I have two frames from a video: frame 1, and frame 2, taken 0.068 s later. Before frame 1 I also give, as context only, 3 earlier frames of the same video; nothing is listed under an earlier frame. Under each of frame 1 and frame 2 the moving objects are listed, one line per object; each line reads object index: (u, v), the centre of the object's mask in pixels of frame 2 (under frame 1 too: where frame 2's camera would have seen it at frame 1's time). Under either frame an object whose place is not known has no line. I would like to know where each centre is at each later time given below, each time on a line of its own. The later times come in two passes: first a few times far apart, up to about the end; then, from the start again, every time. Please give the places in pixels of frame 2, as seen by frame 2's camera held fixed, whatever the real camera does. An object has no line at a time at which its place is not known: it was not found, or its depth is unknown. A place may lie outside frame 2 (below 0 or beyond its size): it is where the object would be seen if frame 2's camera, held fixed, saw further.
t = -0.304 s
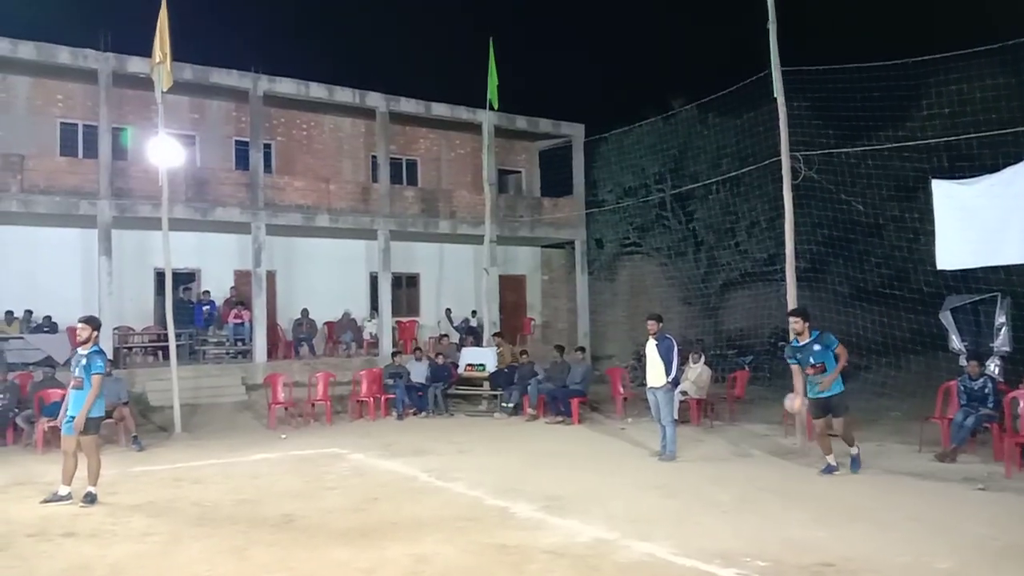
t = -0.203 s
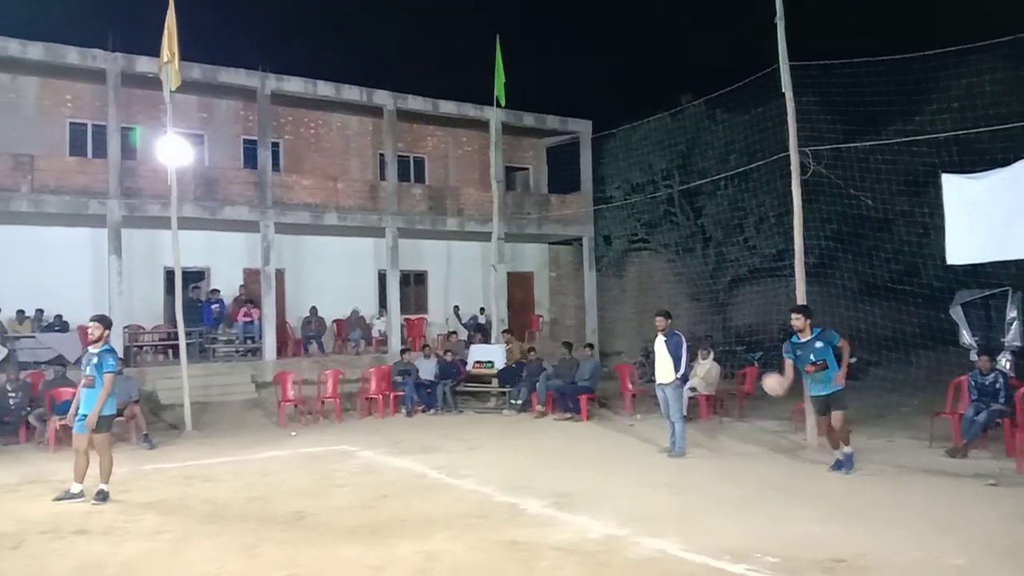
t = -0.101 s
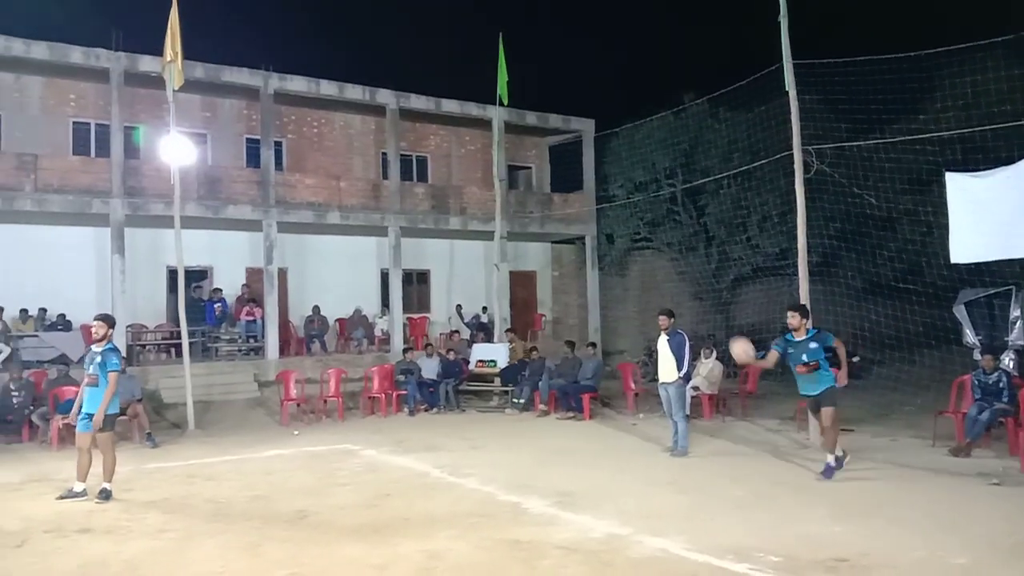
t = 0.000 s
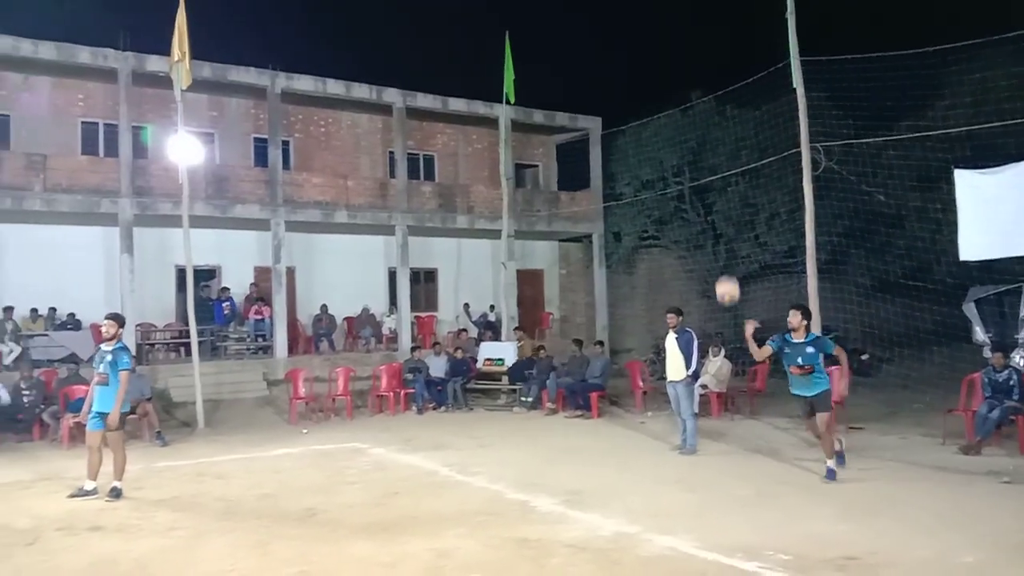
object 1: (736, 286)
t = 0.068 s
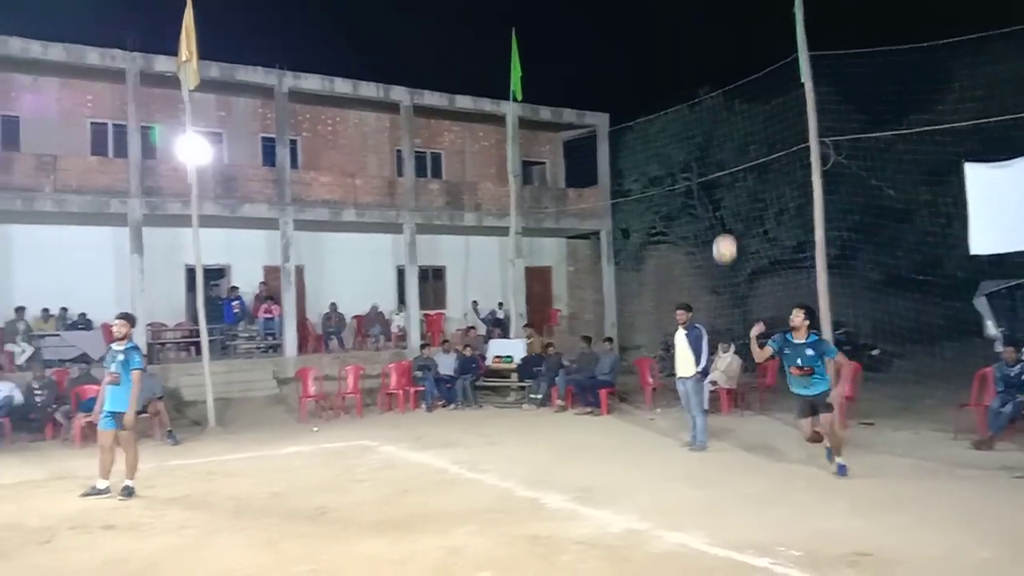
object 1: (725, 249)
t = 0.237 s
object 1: (694, 172)
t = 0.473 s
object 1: (651, 111)
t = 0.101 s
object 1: (719, 231)
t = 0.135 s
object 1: (713, 215)
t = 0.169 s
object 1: (707, 199)
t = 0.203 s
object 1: (700, 184)
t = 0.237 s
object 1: (694, 172)
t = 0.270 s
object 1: (688, 160)
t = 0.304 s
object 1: (682, 149)
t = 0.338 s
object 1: (676, 140)
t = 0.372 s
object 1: (670, 131)
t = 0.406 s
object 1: (664, 123)
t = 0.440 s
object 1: (657, 116)
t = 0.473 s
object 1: (651, 111)
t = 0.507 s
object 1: (644, 107)
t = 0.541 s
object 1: (638, 105)
